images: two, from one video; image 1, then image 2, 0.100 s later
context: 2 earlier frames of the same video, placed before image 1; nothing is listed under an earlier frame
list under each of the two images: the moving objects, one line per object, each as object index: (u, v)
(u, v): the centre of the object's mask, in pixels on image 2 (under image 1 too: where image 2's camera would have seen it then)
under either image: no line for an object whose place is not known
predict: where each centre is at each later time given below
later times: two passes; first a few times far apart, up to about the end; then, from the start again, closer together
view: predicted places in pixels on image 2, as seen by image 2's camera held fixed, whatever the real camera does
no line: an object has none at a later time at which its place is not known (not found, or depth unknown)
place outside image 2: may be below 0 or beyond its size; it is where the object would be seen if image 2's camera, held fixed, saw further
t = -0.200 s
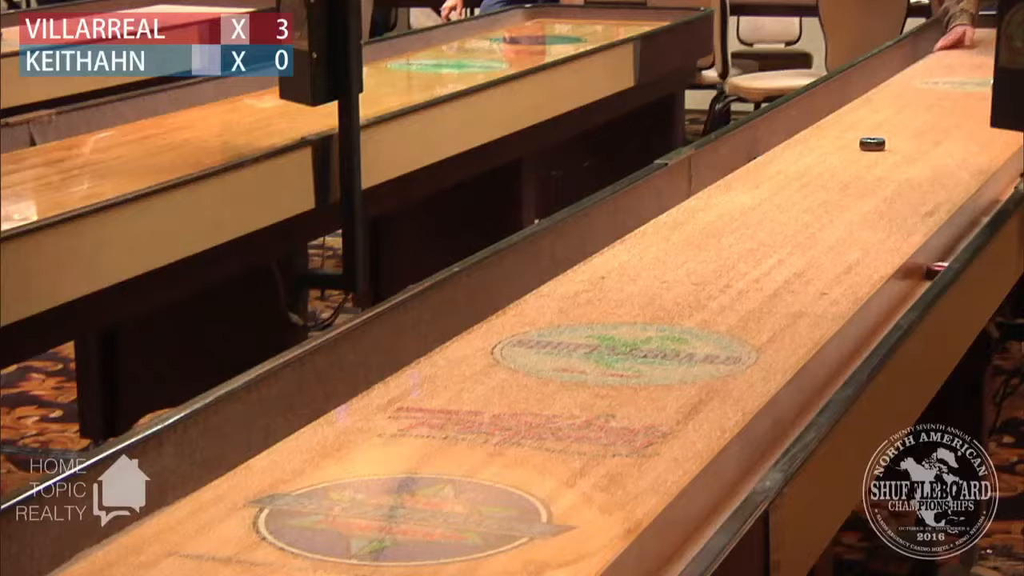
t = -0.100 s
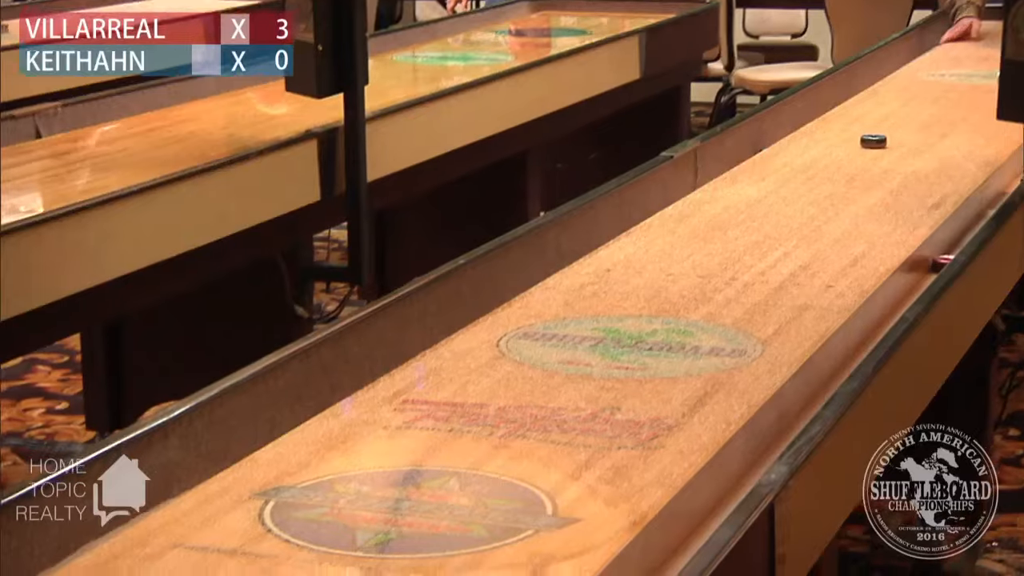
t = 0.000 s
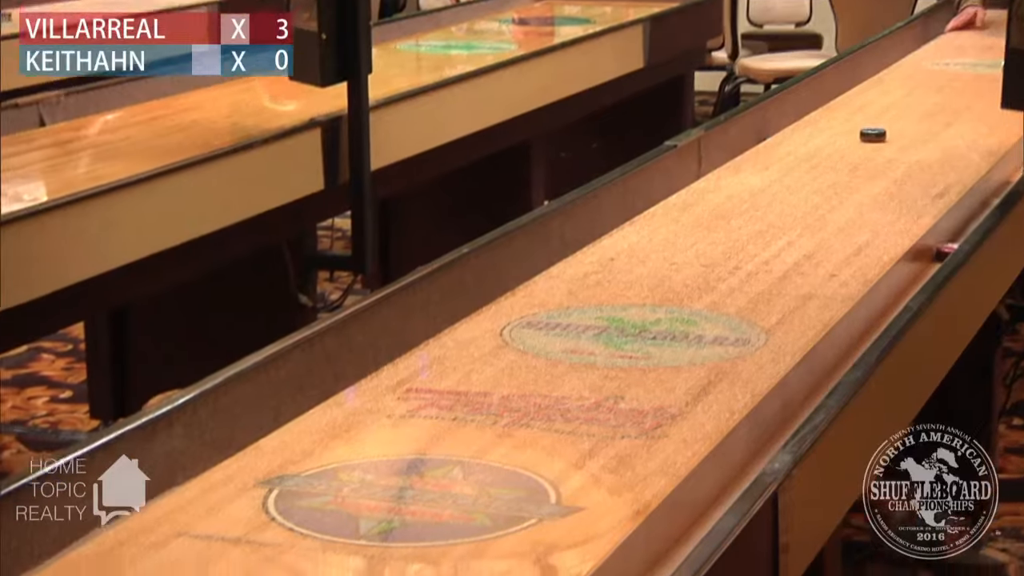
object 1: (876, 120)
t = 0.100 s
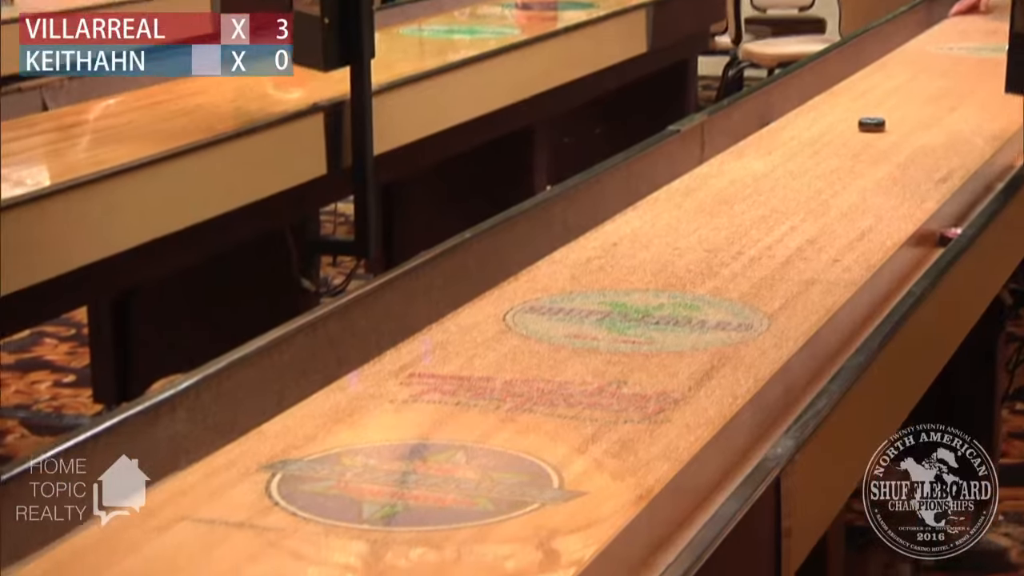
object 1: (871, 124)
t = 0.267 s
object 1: (863, 133)
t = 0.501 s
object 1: (852, 144)
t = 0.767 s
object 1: (839, 158)
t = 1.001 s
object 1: (828, 170)
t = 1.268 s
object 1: (815, 184)
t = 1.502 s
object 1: (803, 197)
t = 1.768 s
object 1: (790, 212)
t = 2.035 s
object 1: (776, 226)
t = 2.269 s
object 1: (764, 239)
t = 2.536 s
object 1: (750, 254)
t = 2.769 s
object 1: (737, 266)
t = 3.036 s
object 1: (723, 280)
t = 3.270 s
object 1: (710, 292)
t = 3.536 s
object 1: (695, 305)
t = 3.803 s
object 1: (680, 319)
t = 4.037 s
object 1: (668, 330)
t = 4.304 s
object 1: (655, 343)
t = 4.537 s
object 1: (644, 352)
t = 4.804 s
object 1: (632, 363)
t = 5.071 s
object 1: (620, 373)
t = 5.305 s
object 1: (610, 381)
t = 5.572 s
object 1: (600, 388)
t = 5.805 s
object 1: (592, 394)
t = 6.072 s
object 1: (584, 399)
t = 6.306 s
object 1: (577, 404)
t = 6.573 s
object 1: (570, 407)
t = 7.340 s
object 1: (565, 409)
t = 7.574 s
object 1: (565, 410)
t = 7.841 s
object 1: (565, 409)
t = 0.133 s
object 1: (870, 126)
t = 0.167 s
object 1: (868, 128)
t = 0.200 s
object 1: (866, 130)
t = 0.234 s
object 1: (865, 131)
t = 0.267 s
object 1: (863, 133)
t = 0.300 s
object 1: (862, 135)
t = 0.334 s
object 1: (860, 136)
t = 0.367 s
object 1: (858, 138)
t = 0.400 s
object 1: (857, 139)
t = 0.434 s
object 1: (855, 141)
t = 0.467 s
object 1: (854, 143)
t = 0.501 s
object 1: (852, 144)
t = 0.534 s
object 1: (851, 146)
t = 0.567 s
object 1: (849, 148)
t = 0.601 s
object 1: (847, 149)
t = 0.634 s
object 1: (846, 151)
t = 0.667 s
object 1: (844, 153)
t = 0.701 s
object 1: (842, 155)
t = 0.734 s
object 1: (841, 156)
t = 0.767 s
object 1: (839, 158)
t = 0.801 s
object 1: (837, 160)
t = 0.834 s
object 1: (836, 161)
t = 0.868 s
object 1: (834, 163)
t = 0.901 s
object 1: (832, 165)
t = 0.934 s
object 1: (831, 167)
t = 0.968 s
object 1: (830, 168)
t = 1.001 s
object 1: (828, 170)
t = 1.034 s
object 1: (826, 172)
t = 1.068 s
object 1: (825, 174)
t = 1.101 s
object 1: (823, 176)
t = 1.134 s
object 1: (821, 177)
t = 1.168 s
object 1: (819, 179)
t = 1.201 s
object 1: (818, 181)
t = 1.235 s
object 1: (816, 182)
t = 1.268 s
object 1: (815, 184)
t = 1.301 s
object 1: (813, 186)
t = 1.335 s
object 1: (812, 188)
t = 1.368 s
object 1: (810, 190)
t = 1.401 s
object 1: (808, 191)
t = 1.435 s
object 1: (807, 193)
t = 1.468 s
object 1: (805, 195)
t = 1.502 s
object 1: (803, 197)
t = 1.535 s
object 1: (802, 198)
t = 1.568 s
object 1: (800, 201)
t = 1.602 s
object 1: (799, 202)
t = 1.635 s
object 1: (797, 204)
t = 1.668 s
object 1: (795, 206)
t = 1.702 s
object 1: (794, 208)
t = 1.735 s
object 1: (792, 210)
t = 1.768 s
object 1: (790, 212)
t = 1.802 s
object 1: (789, 213)
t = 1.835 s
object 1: (787, 215)
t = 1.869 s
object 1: (785, 217)
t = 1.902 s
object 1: (783, 219)
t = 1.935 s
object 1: (782, 221)
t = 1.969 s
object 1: (780, 222)
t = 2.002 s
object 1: (778, 224)
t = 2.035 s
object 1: (776, 226)
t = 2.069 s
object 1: (775, 228)
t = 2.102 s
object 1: (773, 230)
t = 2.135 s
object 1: (771, 231)
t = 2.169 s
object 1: (769, 233)
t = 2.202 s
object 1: (768, 235)
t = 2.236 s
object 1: (766, 237)
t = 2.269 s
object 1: (764, 239)
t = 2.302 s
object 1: (762, 241)
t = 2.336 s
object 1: (760, 242)
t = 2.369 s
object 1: (759, 244)
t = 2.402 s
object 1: (757, 246)
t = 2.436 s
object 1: (755, 248)
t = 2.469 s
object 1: (753, 250)
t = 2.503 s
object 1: (752, 252)
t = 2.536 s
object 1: (750, 254)
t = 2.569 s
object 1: (748, 255)
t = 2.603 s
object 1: (746, 257)
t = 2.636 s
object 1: (745, 259)
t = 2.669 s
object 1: (743, 261)
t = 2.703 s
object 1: (741, 262)
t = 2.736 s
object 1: (739, 264)
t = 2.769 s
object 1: (737, 266)
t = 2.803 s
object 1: (736, 268)
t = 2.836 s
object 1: (734, 269)
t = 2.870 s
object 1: (732, 271)
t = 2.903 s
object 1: (730, 273)
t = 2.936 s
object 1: (729, 275)
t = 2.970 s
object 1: (727, 276)
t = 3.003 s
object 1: (725, 278)
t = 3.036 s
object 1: (723, 280)
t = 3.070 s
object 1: (721, 282)
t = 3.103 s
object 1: (719, 283)
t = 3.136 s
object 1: (717, 285)
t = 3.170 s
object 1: (715, 287)
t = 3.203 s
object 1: (714, 289)
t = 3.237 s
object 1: (712, 290)
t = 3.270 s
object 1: (710, 292)
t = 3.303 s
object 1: (708, 294)
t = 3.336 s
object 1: (706, 295)
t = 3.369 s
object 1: (704, 297)
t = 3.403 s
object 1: (702, 298)
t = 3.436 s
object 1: (701, 300)
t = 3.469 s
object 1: (699, 302)
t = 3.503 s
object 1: (697, 304)
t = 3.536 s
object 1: (695, 305)
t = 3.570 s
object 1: (693, 307)
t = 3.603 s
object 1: (691, 309)
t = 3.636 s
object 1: (689, 311)
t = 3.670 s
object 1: (688, 312)
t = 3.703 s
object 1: (686, 314)
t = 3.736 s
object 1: (684, 316)
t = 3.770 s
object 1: (682, 317)
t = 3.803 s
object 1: (680, 319)
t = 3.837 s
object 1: (678, 321)
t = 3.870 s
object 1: (677, 323)
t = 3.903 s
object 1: (675, 324)
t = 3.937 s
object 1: (673, 326)
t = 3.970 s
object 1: (671, 327)
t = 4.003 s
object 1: (670, 329)
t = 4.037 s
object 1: (668, 330)
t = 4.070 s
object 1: (666, 332)
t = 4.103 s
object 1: (665, 333)
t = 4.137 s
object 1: (663, 335)
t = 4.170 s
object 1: (662, 337)
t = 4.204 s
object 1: (660, 338)
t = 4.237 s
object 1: (658, 340)
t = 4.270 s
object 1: (657, 341)
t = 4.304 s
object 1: (655, 343)
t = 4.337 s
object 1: (653, 344)
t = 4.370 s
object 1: (652, 345)
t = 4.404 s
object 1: (650, 347)
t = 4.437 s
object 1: (649, 348)
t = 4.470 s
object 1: (647, 350)
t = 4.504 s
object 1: (646, 351)
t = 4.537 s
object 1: (644, 352)
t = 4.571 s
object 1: (642, 354)
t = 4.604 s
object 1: (641, 355)
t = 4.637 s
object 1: (639, 357)
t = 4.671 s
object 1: (638, 358)
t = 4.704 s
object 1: (636, 359)
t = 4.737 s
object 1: (635, 360)
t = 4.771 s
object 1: (633, 361)
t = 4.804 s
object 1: (632, 363)
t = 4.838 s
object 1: (630, 364)
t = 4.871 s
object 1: (629, 366)
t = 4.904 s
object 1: (628, 367)
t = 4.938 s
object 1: (626, 368)
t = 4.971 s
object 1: (625, 369)
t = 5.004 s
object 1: (623, 371)
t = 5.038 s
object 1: (622, 372)
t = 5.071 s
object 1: (620, 373)
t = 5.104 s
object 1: (619, 374)
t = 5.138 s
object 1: (617, 375)
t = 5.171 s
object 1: (616, 376)
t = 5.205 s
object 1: (615, 377)
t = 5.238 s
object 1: (613, 379)
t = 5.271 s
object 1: (612, 380)
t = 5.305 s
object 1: (610, 381)
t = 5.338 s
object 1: (609, 382)
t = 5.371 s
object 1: (608, 383)
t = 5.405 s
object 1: (607, 383)
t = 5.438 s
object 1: (605, 384)
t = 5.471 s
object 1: (604, 386)
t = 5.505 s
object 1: (603, 386)
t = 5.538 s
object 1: (602, 388)
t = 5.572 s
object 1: (600, 388)
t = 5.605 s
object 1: (599, 389)
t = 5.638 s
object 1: (598, 390)
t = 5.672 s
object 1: (597, 391)
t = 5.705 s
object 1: (596, 391)
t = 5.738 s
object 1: (595, 392)
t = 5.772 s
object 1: (593, 393)
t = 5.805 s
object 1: (592, 394)
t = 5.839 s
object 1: (591, 394)
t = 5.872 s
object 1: (590, 395)
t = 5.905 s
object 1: (589, 396)
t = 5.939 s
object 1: (588, 396)
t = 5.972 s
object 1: (587, 397)
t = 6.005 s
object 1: (586, 398)
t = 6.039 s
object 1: (585, 399)
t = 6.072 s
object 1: (584, 399)
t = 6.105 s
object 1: (583, 400)
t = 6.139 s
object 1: (582, 401)
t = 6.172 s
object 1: (581, 401)
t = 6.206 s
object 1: (580, 402)
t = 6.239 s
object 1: (579, 402)
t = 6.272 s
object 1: (578, 403)
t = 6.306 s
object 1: (577, 404)
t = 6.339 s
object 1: (576, 405)
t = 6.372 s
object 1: (575, 404)
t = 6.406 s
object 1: (574, 405)
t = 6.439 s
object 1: (574, 406)
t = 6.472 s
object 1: (573, 406)
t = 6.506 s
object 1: (572, 407)
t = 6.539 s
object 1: (571, 407)
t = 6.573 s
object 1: (570, 407)
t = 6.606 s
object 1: (569, 408)
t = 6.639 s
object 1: (569, 408)
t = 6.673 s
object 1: (568, 408)
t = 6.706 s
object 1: (568, 408)
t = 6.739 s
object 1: (568, 408)
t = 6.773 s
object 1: (567, 409)
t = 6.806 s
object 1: (567, 409)
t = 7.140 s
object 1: (565, 409)
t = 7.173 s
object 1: (565, 409)
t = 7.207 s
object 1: (565, 409)
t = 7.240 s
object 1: (565, 409)
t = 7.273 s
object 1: (565, 409)
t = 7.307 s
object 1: (565, 409)
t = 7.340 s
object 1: (565, 409)
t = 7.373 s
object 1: (565, 409)
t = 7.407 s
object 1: (565, 409)
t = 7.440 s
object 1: (565, 410)
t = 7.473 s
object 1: (565, 409)
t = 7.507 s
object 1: (565, 409)
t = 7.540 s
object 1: (565, 409)
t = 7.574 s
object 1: (565, 410)
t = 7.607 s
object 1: (565, 410)
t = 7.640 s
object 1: (565, 409)
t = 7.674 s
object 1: (565, 409)
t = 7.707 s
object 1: (565, 409)
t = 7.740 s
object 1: (565, 409)
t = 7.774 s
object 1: (565, 409)
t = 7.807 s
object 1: (565, 409)
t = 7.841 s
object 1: (565, 409)
